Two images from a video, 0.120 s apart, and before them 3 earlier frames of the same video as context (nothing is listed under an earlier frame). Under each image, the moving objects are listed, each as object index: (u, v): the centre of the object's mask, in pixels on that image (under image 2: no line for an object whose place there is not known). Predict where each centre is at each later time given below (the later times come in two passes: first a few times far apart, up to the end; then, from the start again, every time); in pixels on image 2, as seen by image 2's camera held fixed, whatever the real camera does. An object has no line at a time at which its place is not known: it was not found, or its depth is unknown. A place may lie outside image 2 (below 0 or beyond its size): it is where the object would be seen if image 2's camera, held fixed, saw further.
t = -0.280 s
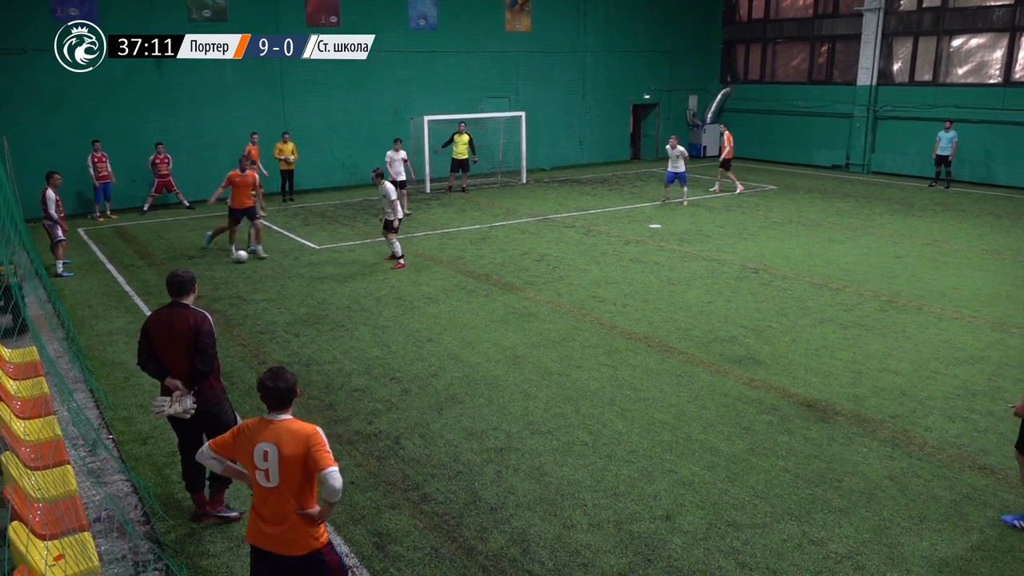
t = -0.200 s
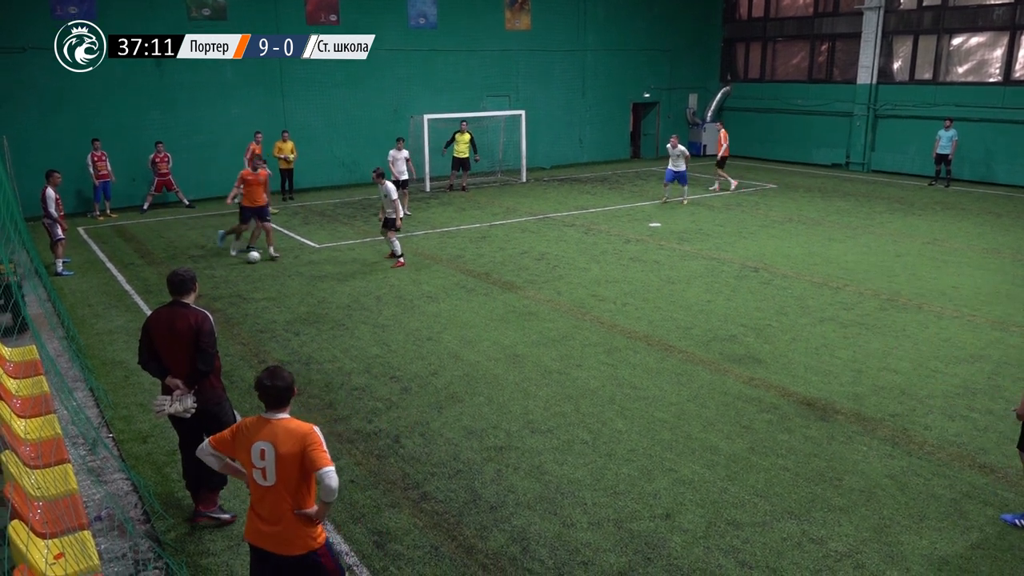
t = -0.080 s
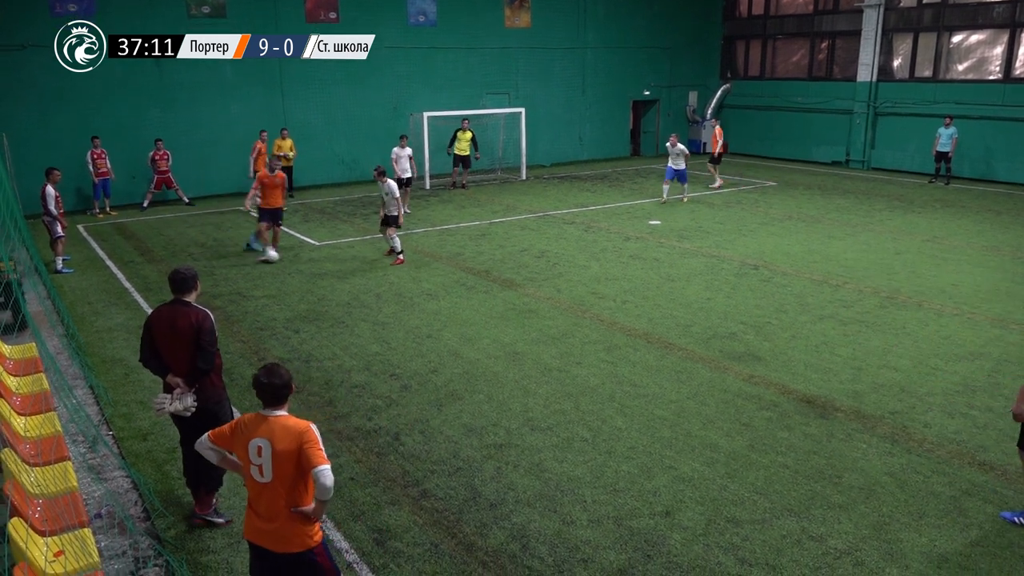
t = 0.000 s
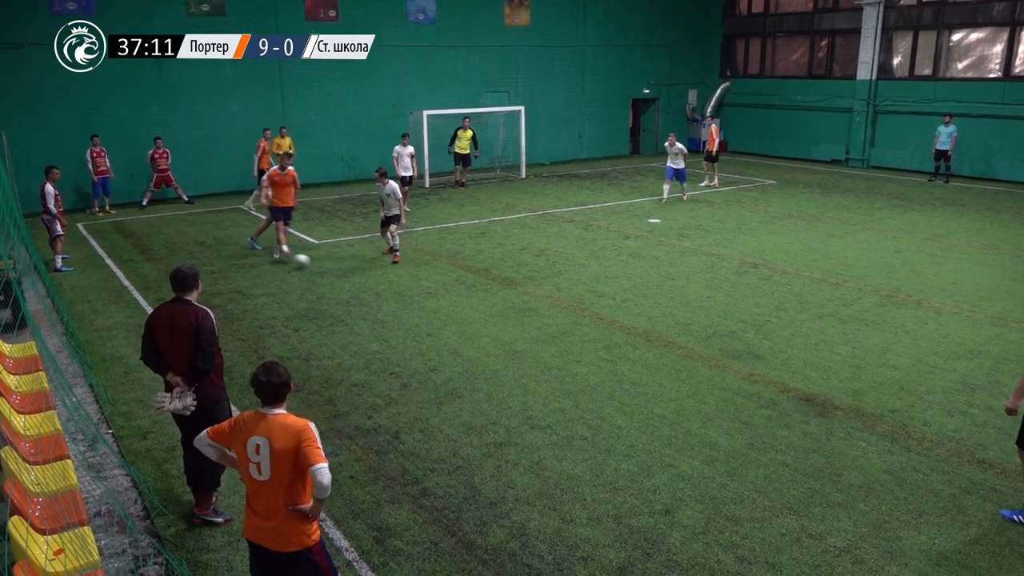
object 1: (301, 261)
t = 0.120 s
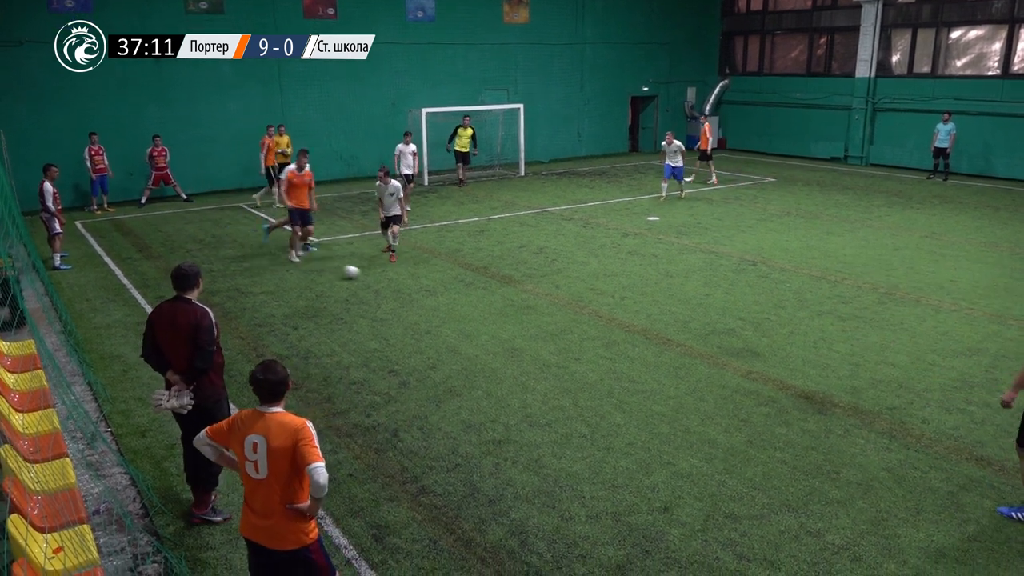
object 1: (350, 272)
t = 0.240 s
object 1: (400, 280)
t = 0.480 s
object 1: (503, 304)
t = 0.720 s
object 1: (619, 334)
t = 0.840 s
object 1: (687, 348)
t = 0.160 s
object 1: (367, 275)
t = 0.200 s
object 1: (383, 277)
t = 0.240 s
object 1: (400, 280)
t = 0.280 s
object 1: (417, 284)
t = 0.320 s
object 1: (434, 290)
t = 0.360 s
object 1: (451, 295)
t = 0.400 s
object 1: (468, 297)
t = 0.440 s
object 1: (485, 300)
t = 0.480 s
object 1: (503, 304)
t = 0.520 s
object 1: (522, 310)
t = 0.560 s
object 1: (541, 316)
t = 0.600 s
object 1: (560, 319)
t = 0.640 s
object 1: (580, 324)
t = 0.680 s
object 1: (600, 328)
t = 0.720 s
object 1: (619, 334)
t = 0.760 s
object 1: (641, 338)
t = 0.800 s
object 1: (664, 342)
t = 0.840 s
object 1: (687, 348)
